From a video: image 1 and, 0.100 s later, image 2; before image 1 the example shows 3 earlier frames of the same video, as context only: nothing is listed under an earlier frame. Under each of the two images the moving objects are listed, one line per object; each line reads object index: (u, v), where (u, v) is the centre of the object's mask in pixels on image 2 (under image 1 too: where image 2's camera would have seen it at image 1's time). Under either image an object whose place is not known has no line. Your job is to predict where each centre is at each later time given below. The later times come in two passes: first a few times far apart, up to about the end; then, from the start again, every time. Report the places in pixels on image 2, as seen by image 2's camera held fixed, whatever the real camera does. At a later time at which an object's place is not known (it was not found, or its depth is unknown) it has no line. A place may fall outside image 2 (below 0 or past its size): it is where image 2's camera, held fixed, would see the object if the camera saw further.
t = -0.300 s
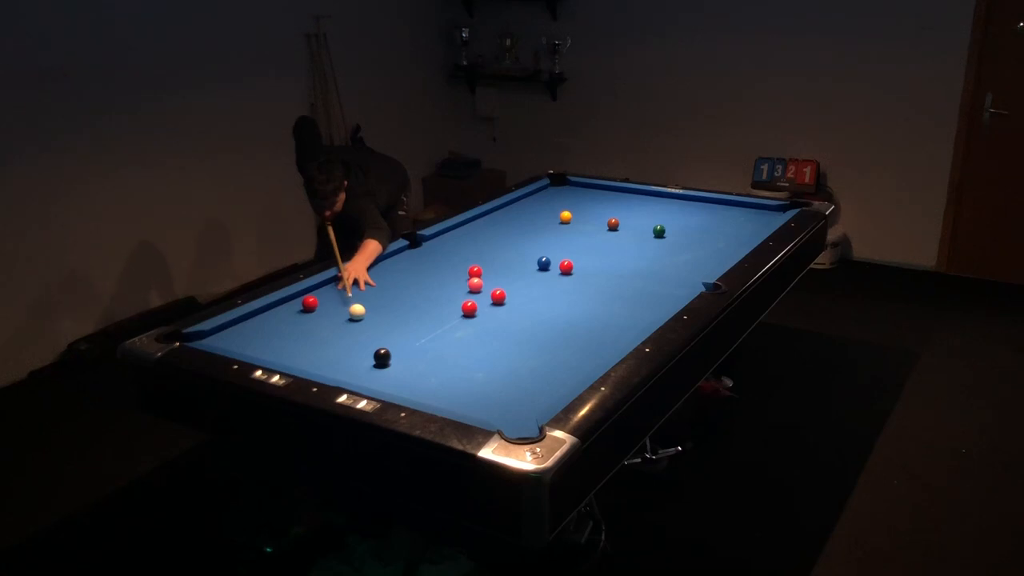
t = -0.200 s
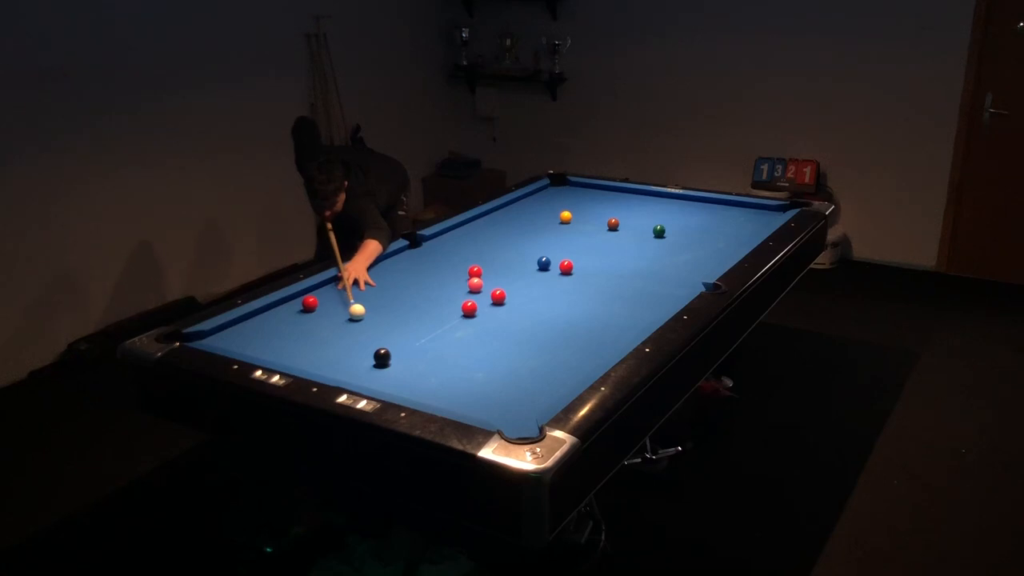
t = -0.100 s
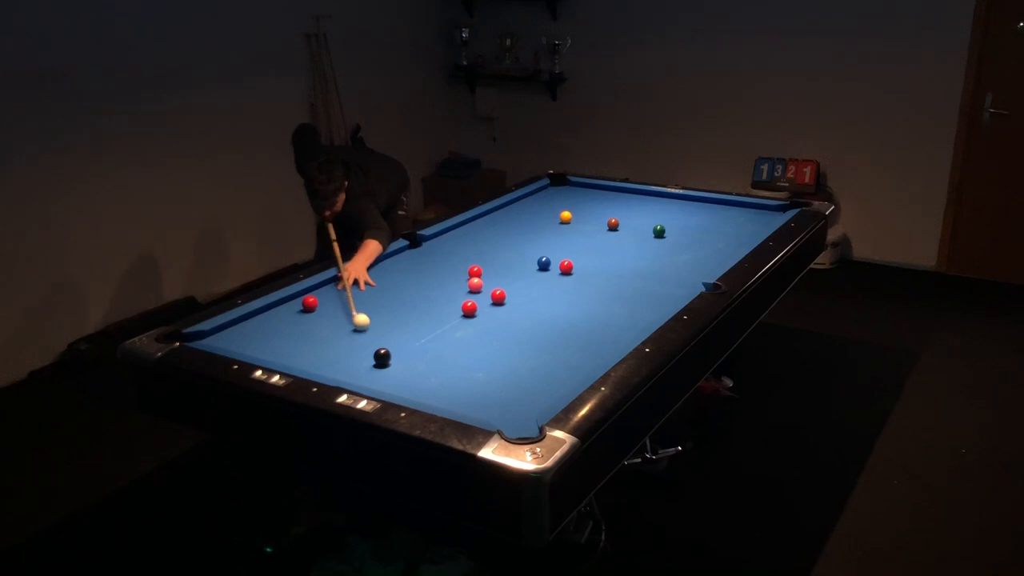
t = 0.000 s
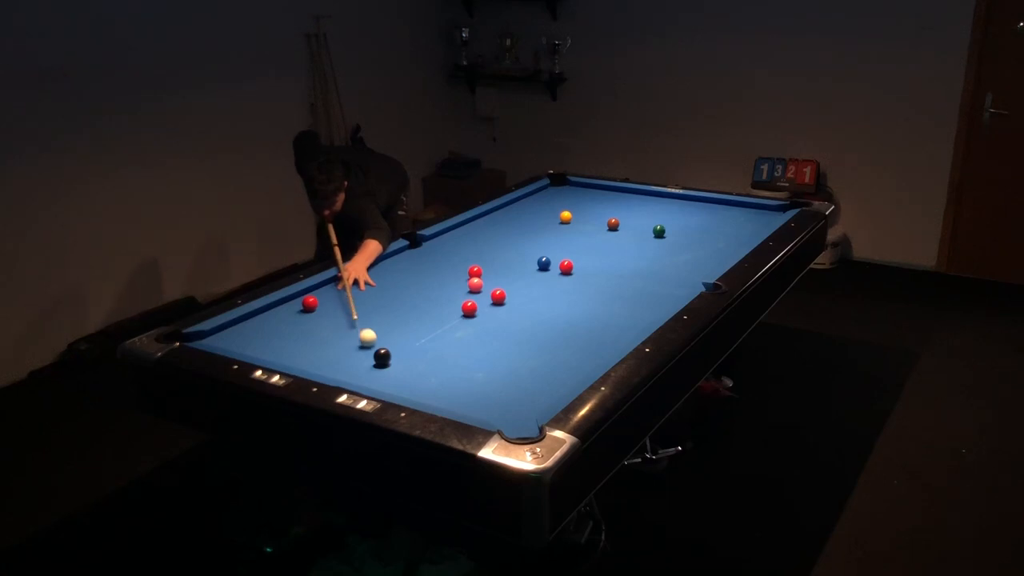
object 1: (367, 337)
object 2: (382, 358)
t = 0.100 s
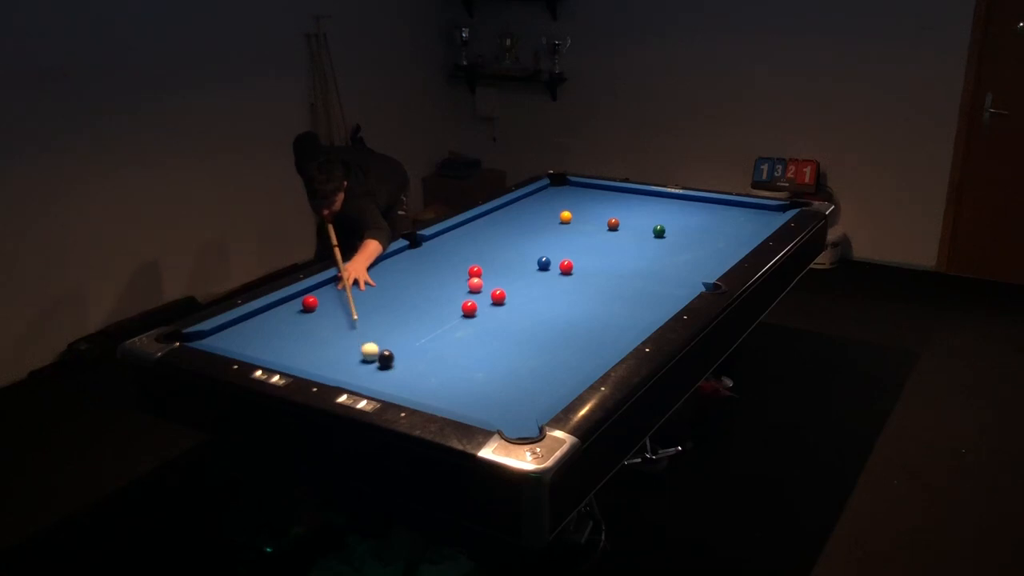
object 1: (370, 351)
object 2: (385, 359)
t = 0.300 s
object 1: (348, 366)
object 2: (417, 376)
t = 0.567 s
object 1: (340, 369)
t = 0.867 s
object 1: (347, 358)
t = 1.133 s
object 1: (353, 349)
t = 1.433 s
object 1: (360, 340)
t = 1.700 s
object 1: (365, 334)
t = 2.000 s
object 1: (371, 327)
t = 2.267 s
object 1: (375, 322)
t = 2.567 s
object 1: (379, 318)
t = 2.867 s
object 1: (382, 314)
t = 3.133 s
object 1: (385, 311)
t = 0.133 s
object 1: (365, 353)
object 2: (391, 363)
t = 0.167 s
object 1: (361, 356)
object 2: (397, 366)
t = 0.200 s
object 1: (358, 358)
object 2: (402, 368)
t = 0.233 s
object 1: (355, 361)
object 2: (407, 371)
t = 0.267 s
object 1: (351, 363)
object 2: (412, 373)
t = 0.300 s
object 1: (348, 366)
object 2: (417, 376)
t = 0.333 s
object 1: (344, 369)
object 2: (422, 379)
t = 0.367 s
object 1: (341, 369)
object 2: (427, 381)
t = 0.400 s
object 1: (337, 371)
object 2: (433, 384)
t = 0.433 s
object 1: (336, 372)
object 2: (438, 387)
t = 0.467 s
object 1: (337, 371)
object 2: (443, 390)
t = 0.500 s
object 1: (338, 369)
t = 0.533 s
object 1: (339, 368)
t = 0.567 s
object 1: (340, 369)
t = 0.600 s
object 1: (340, 368)
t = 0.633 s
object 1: (341, 366)
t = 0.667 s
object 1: (342, 365)
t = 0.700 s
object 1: (343, 364)
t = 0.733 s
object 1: (344, 363)
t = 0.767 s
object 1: (345, 361)
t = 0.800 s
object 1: (345, 360)
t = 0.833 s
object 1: (346, 359)
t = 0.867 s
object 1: (347, 358)
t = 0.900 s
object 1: (348, 356)
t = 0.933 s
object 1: (349, 355)
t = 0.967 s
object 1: (349, 354)
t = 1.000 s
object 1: (350, 353)
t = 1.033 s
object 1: (351, 352)
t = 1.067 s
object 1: (352, 351)
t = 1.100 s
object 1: (353, 350)
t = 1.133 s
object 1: (353, 349)
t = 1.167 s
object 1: (354, 348)
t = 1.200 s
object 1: (355, 347)
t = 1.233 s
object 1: (355, 346)
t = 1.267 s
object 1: (356, 345)
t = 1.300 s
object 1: (357, 344)
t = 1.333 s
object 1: (358, 343)
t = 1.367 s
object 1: (359, 342)
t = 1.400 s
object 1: (359, 341)
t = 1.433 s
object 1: (360, 340)
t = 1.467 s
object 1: (361, 340)
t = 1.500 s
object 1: (361, 339)
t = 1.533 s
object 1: (362, 338)
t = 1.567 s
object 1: (363, 337)
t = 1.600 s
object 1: (363, 336)
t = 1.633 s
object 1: (364, 335)
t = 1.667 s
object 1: (365, 335)
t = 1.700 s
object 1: (365, 334)
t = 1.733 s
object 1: (366, 333)
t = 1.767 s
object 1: (367, 333)
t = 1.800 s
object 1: (367, 332)
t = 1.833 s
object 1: (368, 331)
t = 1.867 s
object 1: (368, 330)
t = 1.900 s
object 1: (369, 330)
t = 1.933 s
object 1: (370, 329)
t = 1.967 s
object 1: (370, 328)
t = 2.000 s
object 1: (371, 327)
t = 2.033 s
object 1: (371, 327)
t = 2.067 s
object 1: (372, 326)
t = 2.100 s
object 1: (372, 325)
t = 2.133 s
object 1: (373, 325)
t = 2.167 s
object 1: (373, 324)
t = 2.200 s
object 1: (374, 324)
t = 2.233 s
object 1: (375, 323)
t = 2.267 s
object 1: (375, 322)
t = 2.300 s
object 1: (375, 322)
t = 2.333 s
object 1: (376, 321)
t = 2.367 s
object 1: (376, 321)
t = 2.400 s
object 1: (377, 320)
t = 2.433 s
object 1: (378, 320)
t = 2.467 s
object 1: (378, 319)
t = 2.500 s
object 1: (378, 319)
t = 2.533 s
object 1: (379, 318)
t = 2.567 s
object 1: (379, 318)
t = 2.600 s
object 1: (380, 317)
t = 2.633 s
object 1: (380, 317)
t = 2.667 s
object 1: (380, 316)
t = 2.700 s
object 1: (381, 316)
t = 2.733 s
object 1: (381, 316)
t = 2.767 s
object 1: (381, 315)
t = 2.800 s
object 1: (382, 315)
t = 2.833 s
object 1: (382, 314)
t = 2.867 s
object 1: (382, 314)
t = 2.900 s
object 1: (383, 313)
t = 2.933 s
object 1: (383, 313)
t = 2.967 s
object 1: (383, 313)
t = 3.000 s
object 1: (384, 312)
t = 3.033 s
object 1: (384, 312)
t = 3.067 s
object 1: (384, 311)
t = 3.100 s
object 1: (384, 311)
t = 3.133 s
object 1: (385, 311)
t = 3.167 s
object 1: (385, 311)
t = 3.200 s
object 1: (386, 310)
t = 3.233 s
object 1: (386, 310)
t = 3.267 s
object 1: (386, 310)
